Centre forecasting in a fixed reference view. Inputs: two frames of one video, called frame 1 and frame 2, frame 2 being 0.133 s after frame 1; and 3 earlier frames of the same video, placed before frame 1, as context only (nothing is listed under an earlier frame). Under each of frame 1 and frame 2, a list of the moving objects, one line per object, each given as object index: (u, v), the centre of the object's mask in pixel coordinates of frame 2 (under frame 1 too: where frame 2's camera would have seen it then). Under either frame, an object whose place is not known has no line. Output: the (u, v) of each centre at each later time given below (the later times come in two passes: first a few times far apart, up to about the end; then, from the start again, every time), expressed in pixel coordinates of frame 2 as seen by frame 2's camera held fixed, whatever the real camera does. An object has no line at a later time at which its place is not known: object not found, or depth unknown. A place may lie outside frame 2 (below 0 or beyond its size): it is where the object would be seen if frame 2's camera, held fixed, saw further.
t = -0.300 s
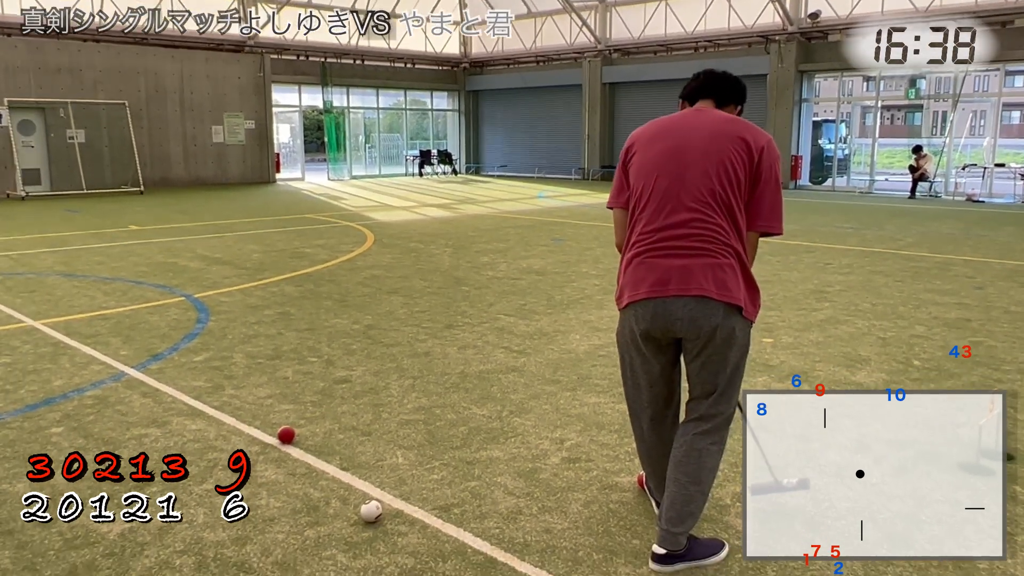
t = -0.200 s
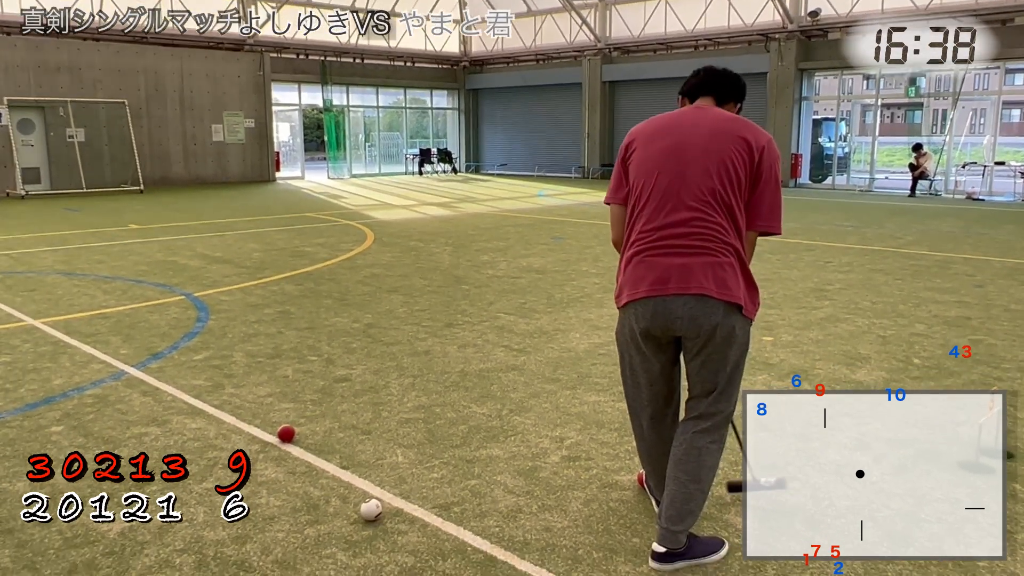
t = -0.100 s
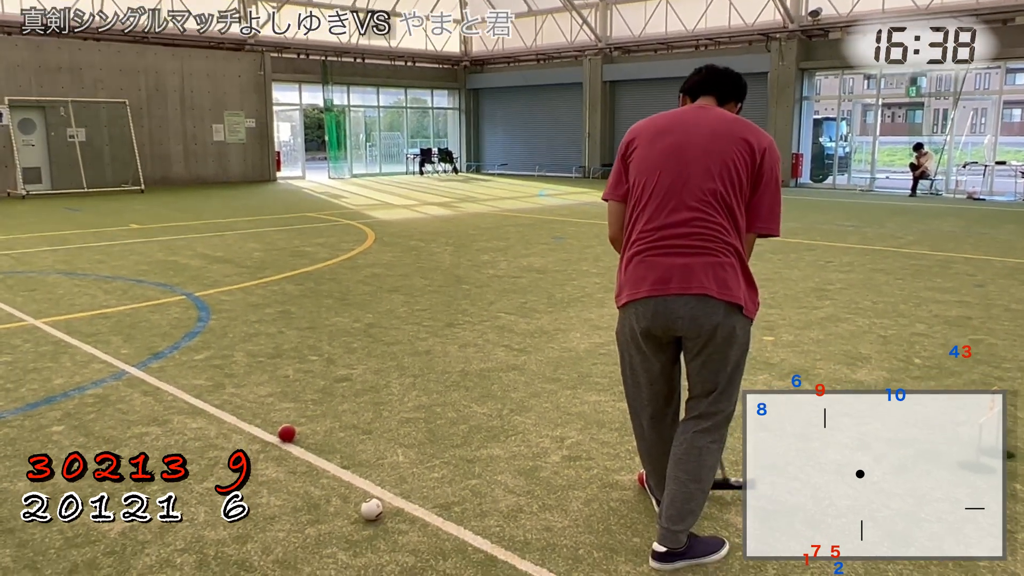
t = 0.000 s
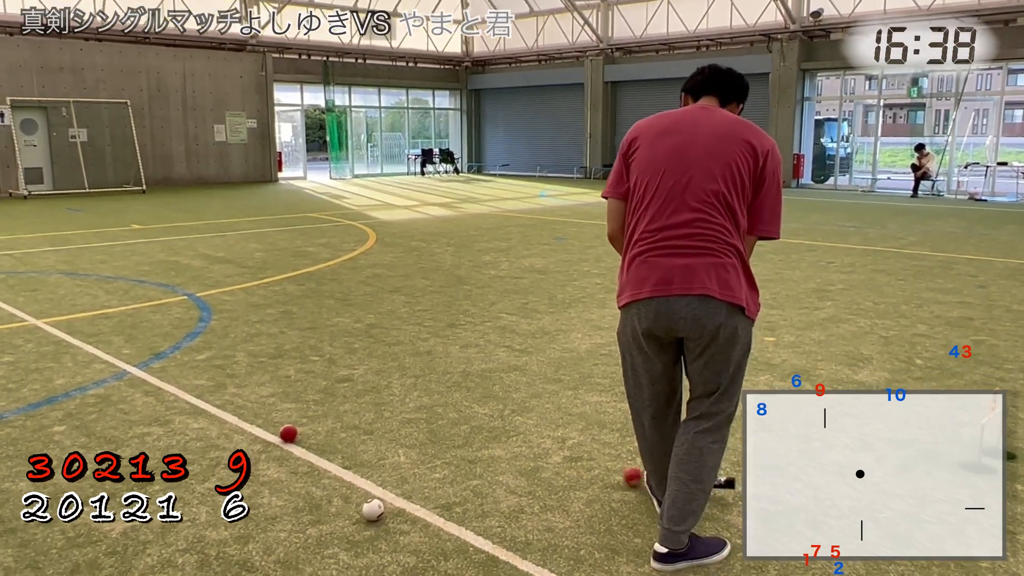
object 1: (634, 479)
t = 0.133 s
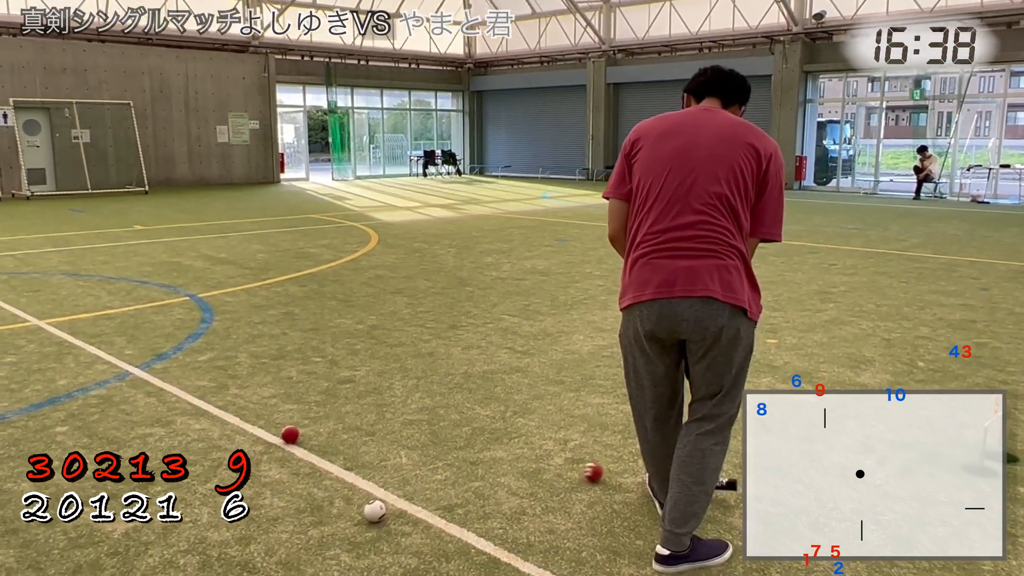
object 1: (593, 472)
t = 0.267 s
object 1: (559, 467)
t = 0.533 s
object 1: (497, 458)
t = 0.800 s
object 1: (446, 450)
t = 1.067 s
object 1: (404, 444)
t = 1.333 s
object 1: (374, 438)
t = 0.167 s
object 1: (585, 471)
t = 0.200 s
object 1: (576, 470)
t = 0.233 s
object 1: (567, 468)
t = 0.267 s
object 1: (559, 467)
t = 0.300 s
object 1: (550, 466)
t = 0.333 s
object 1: (542, 465)
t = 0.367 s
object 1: (535, 464)
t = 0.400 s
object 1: (527, 463)
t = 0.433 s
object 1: (519, 462)
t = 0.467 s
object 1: (512, 460)
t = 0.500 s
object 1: (505, 459)
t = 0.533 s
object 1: (497, 458)
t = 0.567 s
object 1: (491, 457)
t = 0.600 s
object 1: (483, 456)
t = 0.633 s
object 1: (477, 455)
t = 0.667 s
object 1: (471, 454)
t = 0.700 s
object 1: (464, 453)
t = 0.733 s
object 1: (458, 452)
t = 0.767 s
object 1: (452, 451)
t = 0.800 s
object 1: (446, 450)
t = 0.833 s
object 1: (440, 449)
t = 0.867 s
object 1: (434, 448)
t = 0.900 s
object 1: (430, 448)
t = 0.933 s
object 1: (423, 446)
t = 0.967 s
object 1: (418, 445)
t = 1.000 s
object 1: (413, 445)
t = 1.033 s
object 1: (409, 444)
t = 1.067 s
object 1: (404, 444)
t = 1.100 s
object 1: (399, 442)
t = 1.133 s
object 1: (394, 442)
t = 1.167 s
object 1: (389, 442)
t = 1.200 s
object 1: (385, 440)
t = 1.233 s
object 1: (381, 440)
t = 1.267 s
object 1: (379, 440)
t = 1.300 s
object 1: (376, 438)
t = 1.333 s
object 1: (374, 438)
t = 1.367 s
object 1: (372, 437)
